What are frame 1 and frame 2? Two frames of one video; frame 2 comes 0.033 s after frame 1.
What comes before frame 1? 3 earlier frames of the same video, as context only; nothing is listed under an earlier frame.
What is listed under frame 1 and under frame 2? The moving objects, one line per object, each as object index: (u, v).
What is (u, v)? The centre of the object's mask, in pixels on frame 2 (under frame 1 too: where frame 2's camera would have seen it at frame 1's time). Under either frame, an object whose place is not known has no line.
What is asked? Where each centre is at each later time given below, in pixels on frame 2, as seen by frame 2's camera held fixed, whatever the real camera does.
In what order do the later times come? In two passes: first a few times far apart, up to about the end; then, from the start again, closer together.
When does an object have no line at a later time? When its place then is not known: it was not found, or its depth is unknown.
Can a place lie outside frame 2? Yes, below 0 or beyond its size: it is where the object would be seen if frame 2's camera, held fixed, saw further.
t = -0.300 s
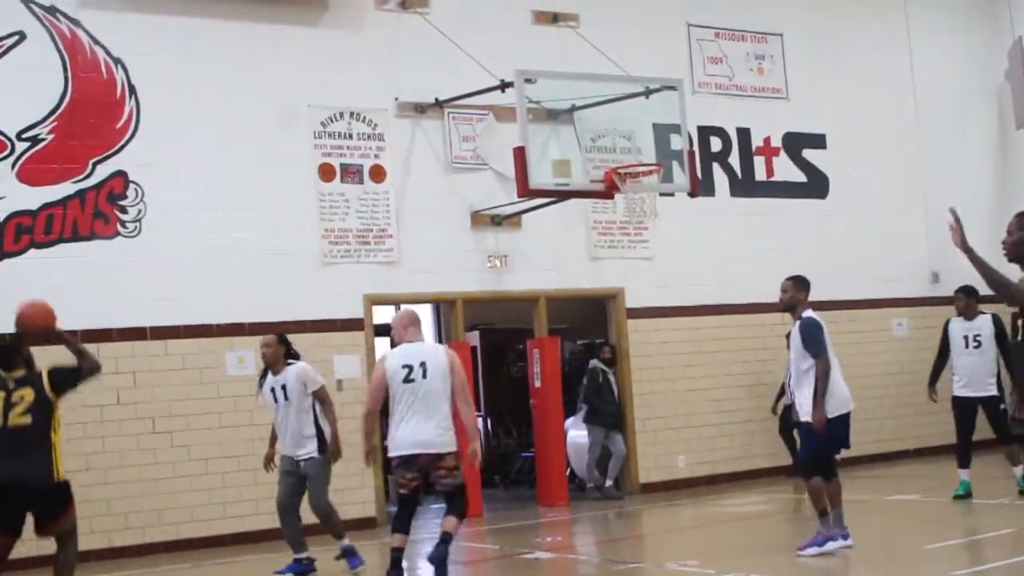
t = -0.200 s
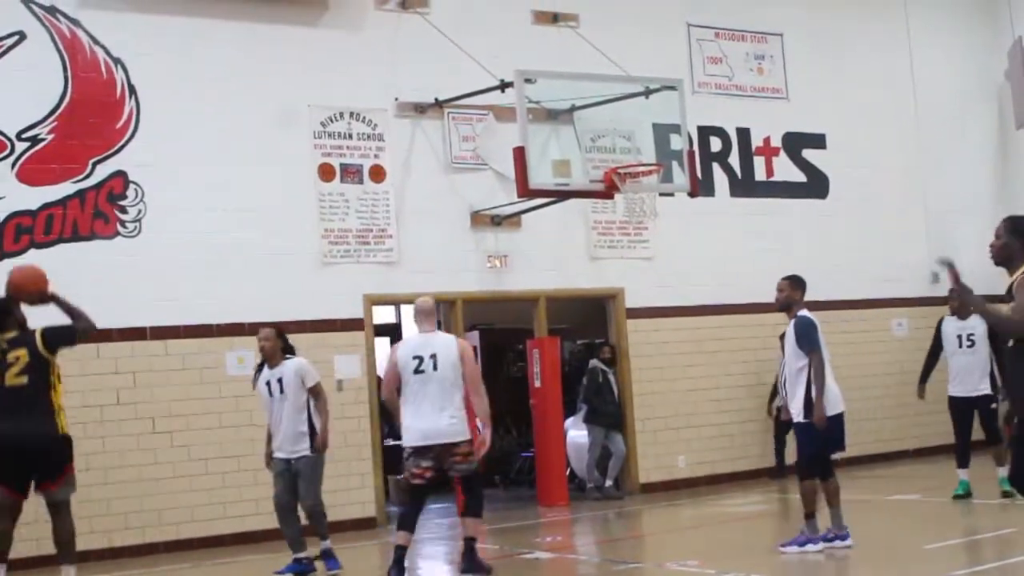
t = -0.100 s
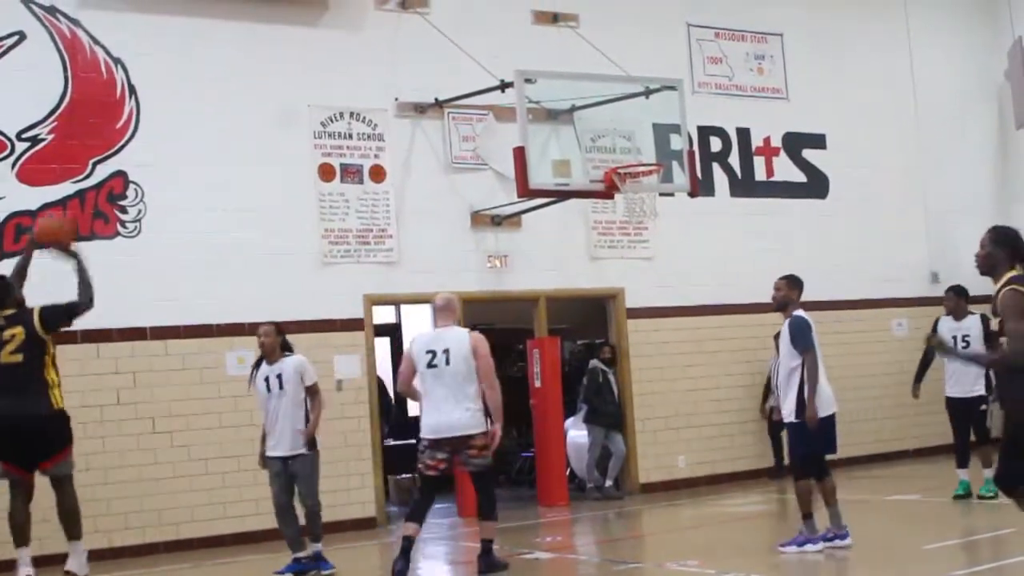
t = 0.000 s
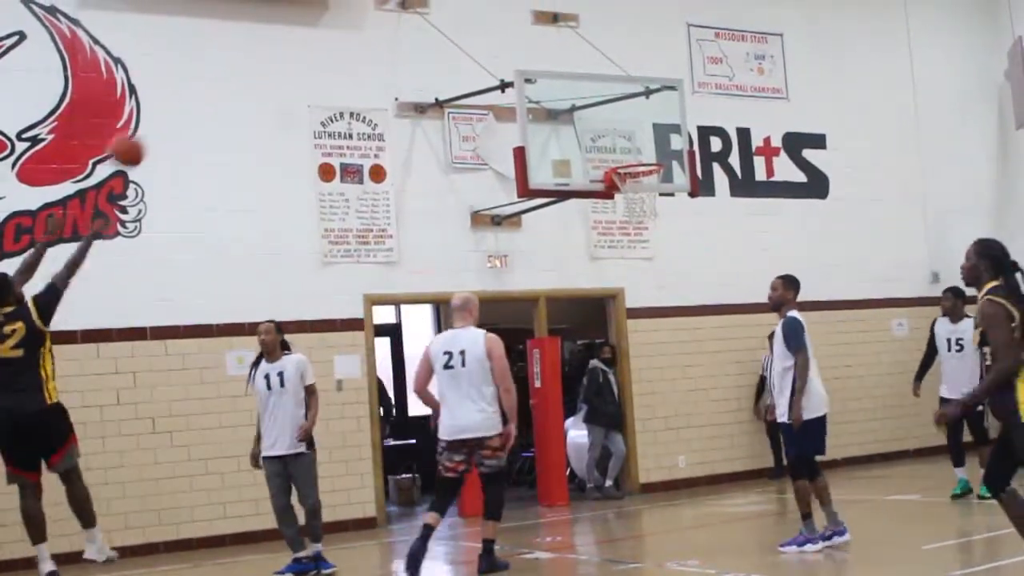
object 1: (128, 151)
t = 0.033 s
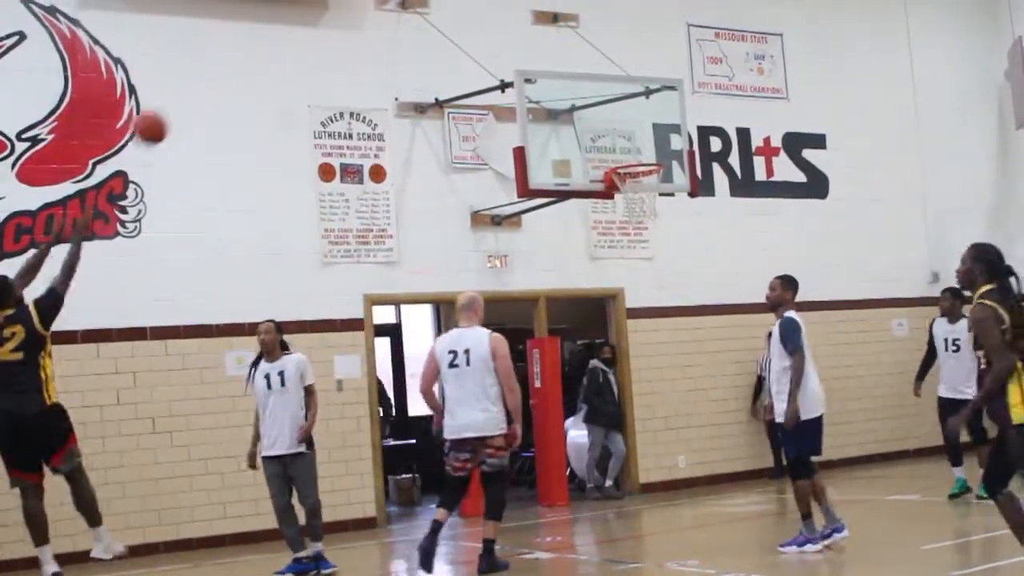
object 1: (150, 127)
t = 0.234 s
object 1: (278, 38)
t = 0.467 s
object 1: (406, 14)
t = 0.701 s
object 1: (517, 56)
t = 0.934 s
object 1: (614, 152)
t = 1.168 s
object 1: (706, 122)
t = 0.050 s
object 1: (161, 117)
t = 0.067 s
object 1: (173, 107)
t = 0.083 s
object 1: (184, 98)
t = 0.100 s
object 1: (195, 89)
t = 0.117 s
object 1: (206, 81)
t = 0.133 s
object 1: (217, 73)
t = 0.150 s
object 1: (227, 66)
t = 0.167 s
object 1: (237, 60)
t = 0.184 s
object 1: (248, 54)
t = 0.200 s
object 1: (258, 48)
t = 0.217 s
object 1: (268, 42)
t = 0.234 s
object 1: (278, 38)
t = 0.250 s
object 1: (288, 35)
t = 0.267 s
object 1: (297, 30)
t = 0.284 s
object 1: (307, 27)
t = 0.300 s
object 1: (316, 24)
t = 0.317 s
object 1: (326, 21)
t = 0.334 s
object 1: (336, 19)
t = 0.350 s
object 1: (344, 17)
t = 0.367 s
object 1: (354, 15)
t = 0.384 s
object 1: (362, 14)
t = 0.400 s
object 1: (372, 14)
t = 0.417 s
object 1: (380, 13)
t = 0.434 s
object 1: (389, 13)
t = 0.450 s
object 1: (398, 13)
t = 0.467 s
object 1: (406, 14)
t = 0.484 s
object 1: (414, 14)
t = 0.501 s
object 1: (423, 16)
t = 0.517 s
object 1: (431, 18)
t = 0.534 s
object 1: (439, 19)
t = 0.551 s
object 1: (447, 22)
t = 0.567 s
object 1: (455, 25)
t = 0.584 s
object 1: (463, 28)
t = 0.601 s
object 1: (471, 31)
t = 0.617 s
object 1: (479, 34)
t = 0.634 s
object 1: (486, 38)
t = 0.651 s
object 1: (494, 42)
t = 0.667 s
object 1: (501, 47)
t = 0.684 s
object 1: (509, 51)
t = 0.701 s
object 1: (517, 56)
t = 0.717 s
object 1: (524, 62)
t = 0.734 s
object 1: (531, 68)
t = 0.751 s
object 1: (538, 73)
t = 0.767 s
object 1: (545, 79)
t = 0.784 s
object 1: (552, 85)
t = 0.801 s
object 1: (560, 92)
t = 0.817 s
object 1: (566, 99)
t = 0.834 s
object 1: (574, 105)
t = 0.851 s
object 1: (580, 113)
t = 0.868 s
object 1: (587, 121)
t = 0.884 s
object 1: (594, 128)
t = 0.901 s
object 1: (601, 136)
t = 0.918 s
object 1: (607, 144)
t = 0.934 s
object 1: (614, 152)
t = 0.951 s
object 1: (620, 159)
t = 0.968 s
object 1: (626, 156)
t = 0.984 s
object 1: (633, 153)
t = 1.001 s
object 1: (639, 149)
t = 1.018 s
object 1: (646, 145)
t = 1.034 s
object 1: (652, 142)
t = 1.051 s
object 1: (659, 138)
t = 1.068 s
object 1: (665, 136)
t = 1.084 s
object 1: (673, 133)
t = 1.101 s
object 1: (678, 129)
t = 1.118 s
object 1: (685, 127)
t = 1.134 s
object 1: (691, 125)
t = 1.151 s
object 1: (699, 123)
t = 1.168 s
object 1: (706, 122)
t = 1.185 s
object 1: (712, 121)
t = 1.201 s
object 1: (718, 121)
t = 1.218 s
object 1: (725, 121)
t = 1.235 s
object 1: (732, 121)
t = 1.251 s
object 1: (738, 121)
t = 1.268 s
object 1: (746, 121)
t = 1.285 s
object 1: (753, 122)
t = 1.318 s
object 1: (766, 124)
